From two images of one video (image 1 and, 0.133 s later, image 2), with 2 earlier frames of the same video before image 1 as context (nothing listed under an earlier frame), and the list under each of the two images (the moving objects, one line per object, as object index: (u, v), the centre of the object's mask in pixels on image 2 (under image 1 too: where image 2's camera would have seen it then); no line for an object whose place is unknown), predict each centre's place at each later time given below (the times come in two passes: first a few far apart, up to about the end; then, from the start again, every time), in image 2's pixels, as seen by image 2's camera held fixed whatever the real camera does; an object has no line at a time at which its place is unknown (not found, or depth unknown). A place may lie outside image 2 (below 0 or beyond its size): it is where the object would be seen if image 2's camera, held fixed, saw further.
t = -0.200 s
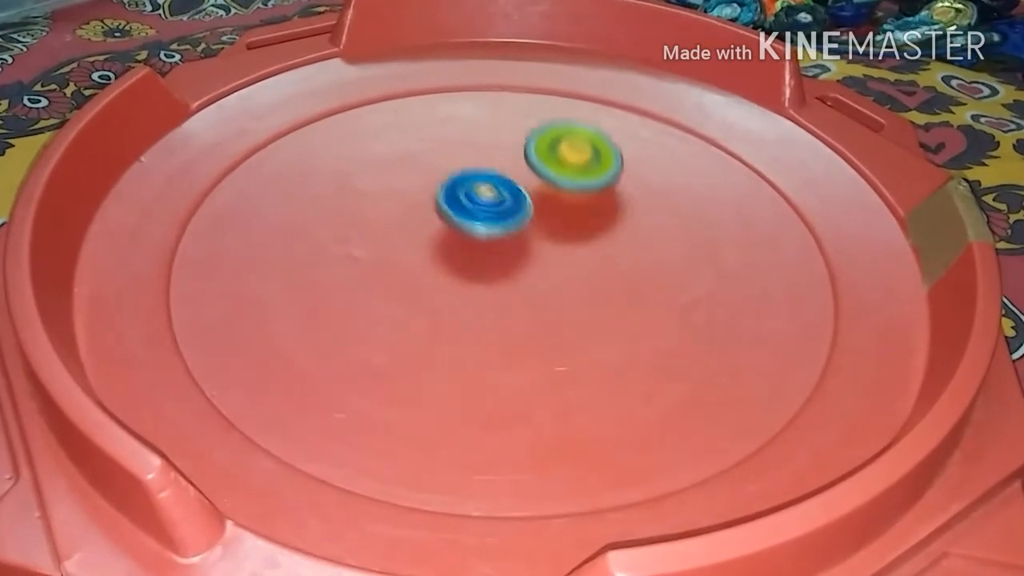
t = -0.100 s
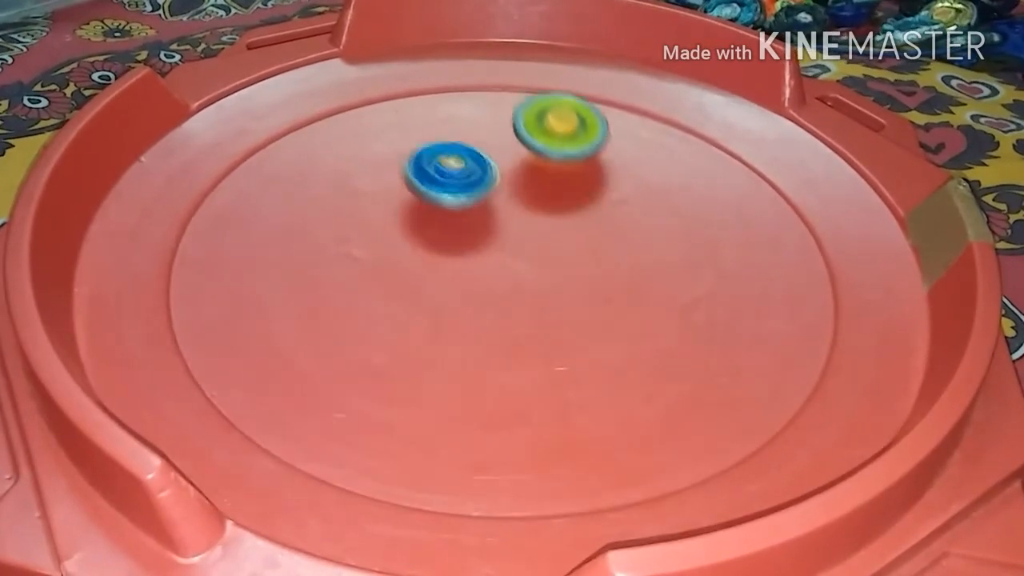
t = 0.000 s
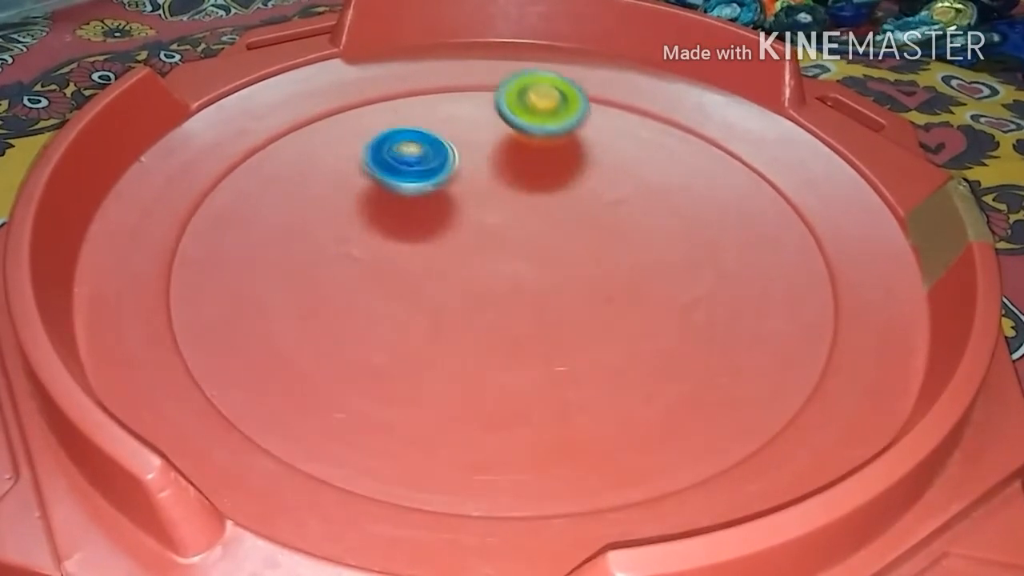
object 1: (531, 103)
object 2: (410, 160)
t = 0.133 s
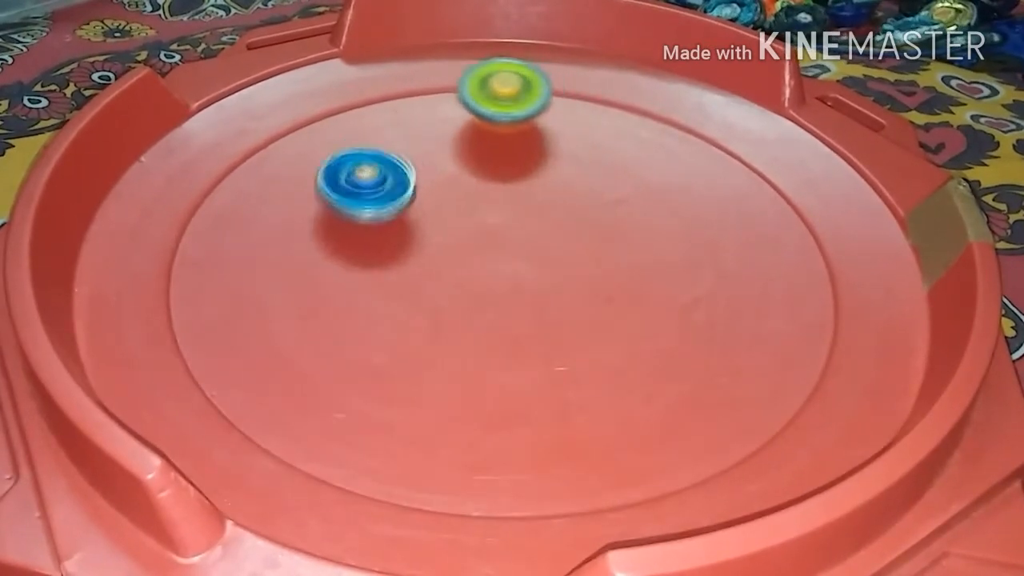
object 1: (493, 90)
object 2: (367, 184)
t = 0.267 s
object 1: (453, 106)
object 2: (384, 235)
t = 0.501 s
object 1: (428, 187)
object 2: (518, 296)
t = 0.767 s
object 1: (474, 300)
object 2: (670, 278)
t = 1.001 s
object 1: (567, 388)
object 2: (630, 242)
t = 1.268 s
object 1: (699, 420)
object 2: (509, 292)
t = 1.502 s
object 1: (697, 375)
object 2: (459, 366)
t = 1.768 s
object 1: (578, 312)
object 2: (503, 387)
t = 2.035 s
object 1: (477, 233)
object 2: (463, 301)
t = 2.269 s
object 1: (375, 190)
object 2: (372, 260)
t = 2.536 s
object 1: (274, 182)
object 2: (347, 273)
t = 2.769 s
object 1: (267, 236)
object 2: (432, 269)
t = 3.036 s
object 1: (392, 289)
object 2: (513, 238)
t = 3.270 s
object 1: (524, 298)
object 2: (513, 221)
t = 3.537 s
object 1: (646, 276)
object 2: (508, 268)
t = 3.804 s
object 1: (672, 244)
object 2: (547, 321)
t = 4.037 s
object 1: (611, 240)
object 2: (568, 332)
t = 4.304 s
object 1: (538, 242)
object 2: (513, 312)
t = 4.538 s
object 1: (570, 207)
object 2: (372, 233)
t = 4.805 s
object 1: (583, 164)
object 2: (331, 291)
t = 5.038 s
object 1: (552, 143)
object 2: (418, 281)
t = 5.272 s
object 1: (507, 176)
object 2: (406, 280)
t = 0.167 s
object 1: (483, 91)
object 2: (364, 196)
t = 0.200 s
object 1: (472, 94)
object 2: (367, 209)
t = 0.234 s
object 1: (462, 99)
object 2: (374, 223)
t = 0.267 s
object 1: (453, 106)
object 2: (384, 235)
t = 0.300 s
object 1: (445, 115)
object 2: (399, 247)
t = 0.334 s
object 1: (438, 125)
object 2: (413, 257)
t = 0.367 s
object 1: (433, 137)
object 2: (434, 269)
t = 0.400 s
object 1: (428, 149)
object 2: (453, 278)
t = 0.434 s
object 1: (426, 162)
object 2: (474, 285)
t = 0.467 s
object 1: (426, 174)
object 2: (497, 291)
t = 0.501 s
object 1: (428, 187)
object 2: (518, 296)
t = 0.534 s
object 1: (430, 202)
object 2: (544, 299)
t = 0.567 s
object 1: (432, 216)
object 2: (565, 300)
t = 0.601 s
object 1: (436, 229)
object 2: (588, 299)
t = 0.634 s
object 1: (440, 244)
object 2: (607, 297)
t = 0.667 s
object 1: (448, 258)
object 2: (627, 294)
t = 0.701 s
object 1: (455, 272)
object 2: (644, 291)
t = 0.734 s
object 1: (465, 286)
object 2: (660, 285)
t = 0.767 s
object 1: (474, 300)
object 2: (670, 278)
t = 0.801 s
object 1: (485, 314)
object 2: (677, 271)
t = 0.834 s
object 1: (496, 327)
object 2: (679, 264)
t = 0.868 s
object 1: (509, 340)
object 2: (677, 257)
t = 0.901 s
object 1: (521, 352)
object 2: (670, 250)
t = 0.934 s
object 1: (535, 365)
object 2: (659, 245)
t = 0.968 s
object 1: (552, 376)
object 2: (645, 242)
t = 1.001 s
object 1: (567, 388)
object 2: (630, 242)
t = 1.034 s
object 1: (584, 398)
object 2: (614, 244)
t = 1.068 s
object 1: (602, 405)
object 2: (596, 247)
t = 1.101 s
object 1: (621, 411)
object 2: (579, 252)
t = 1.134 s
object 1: (638, 417)
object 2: (563, 258)
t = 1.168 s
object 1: (656, 421)
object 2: (549, 265)
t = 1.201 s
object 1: (673, 425)
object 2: (535, 274)
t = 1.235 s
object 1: (688, 427)
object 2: (522, 282)
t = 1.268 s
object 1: (699, 420)
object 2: (509, 292)
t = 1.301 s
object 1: (708, 413)
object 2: (498, 301)
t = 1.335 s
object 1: (715, 408)
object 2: (487, 311)
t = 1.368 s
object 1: (719, 403)
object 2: (477, 322)
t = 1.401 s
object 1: (719, 398)
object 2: (469, 334)
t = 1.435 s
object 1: (716, 391)
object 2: (462, 345)
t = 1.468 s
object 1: (709, 382)
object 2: (459, 356)
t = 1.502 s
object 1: (697, 375)
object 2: (459, 366)
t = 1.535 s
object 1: (684, 368)
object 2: (461, 377)
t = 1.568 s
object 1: (670, 361)
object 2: (467, 386)
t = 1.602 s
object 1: (655, 354)
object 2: (475, 392)
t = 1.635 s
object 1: (637, 348)
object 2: (484, 396)
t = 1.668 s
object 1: (616, 342)
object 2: (492, 396)
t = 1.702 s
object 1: (597, 337)
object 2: (500, 393)
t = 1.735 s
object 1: (578, 330)
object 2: (505, 389)
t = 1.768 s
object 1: (578, 312)
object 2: (503, 387)
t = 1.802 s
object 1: (575, 297)
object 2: (502, 383)
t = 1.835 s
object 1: (565, 282)
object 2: (502, 371)
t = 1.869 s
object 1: (554, 272)
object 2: (500, 360)
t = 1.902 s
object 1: (540, 264)
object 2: (496, 348)
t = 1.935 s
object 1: (525, 256)
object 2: (490, 336)
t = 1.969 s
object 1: (509, 249)
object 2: (482, 323)
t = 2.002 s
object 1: (493, 241)
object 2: (472, 312)
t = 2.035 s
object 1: (477, 233)
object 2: (463, 301)
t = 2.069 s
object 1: (462, 225)
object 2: (451, 293)
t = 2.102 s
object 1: (447, 217)
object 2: (438, 286)
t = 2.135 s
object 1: (432, 211)
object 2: (425, 280)
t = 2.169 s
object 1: (418, 205)
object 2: (411, 274)
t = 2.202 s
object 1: (403, 200)
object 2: (399, 269)
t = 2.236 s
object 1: (388, 195)
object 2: (385, 265)
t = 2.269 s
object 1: (375, 190)
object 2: (372, 260)
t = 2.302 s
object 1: (360, 185)
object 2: (360, 257)
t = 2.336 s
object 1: (348, 182)
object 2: (349, 256)
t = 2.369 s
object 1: (334, 180)
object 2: (340, 256)
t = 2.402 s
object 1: (321, 179)
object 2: (333, 258)
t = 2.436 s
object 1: (308, 178)
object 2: (331, 262)
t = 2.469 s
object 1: (296, 178)
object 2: (333, 266)
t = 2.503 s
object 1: (285, 180)
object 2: (338, 269)
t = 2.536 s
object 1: (274, 182)
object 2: (347, 273)
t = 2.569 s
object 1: (264, 187)
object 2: (358, 275)
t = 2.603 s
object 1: (257, 192)
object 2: (368, 275)
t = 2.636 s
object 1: (252, 200)
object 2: (381, 276)
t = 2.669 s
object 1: (252, 209)
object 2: (394, 274)
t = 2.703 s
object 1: (253, 218)
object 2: (406, 272)
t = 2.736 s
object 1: (259, 228)
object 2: (421, 271)
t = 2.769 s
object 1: (267, 236)
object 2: (432, 269)
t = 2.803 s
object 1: (277, 245)
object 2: (445, 266)
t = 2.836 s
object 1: (290, 253)
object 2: (457, 263)
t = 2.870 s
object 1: (305, 262)
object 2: (468, 259)
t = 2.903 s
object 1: (321, 270)
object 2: (482, 257)
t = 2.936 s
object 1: (338, 277)
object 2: (491, 252)
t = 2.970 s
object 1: (356, 283)
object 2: (499, 247)
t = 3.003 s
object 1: (374, 287)
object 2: (509, 243)
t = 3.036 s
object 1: (392, 289)
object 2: (513, 238)
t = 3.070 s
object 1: (411, 293)
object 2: (517, 233)
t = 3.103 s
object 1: (429, 295)
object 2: (519, 228)
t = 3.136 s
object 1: (448, 297)
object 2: (519, 225)
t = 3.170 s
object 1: (467, 299)
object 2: (519, 221)
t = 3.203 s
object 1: (486, 299)
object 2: (516, 220)
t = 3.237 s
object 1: (505, 299)
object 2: (515, 220)
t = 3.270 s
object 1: (524, 298)
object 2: (513, 221)
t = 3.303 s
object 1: (541, 296)
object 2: (510, 224)
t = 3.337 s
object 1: (559, 294)
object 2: (508, 228)
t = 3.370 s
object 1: (575, 291)
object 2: (507, 233)
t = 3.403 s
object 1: (590, 287)
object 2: (504, 240)
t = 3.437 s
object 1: (606, 284)
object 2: (503, 246)
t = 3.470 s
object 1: (623, 282)
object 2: (504, 254)
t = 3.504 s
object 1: (632, 279)
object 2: (507, 261)
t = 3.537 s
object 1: (646, 276)
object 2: (508, 268)
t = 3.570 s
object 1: (653, 271)
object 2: (512, 276)
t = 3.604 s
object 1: (662, 268)
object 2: (515, 283)
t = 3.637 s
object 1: (671, 264)
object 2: (520, 291)
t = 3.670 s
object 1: (673, 261)
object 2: (524, 297)
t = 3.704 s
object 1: (677, 257)
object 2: (529, 304)
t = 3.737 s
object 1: (676, 252)
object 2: (536, 310)
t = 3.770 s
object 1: (676, 248)
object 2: (540, 315)
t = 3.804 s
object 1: (672, 244)
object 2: (547, 321)
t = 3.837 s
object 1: (668, 240)
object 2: (552, 324)
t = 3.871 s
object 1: (661, 238)
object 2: (558, 328)
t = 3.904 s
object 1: (652, 236)
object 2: (561, 330)
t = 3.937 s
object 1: (643, 236)
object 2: (566, 332)
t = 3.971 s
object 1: (632, 237)
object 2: (567, 332)
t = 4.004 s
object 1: (622, 238)
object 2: (569, 333)
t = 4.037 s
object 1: (611, 240)
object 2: (568, 332)
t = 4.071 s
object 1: (600, 244)
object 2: (568, 333)
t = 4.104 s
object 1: (587, 247)
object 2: (564, 331)
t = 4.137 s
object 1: (576, 250)
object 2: (561, 330)
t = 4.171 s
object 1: (564, 254)
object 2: (554, 329)
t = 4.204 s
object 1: (556, 247)
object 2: (545, 327)
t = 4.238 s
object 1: (551, 245)
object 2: (535, 322)
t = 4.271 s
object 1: (547, 243)
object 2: (524, 317)
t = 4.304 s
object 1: (538, 242)
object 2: (513, 312)
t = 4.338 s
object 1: (525, 241)
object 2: (503, 309)
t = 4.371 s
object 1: (516, 236)
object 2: (490, 301)
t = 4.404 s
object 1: (522, 224)
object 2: (473, 288)
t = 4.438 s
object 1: (540, 212)
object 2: (445, 262)
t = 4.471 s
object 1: (553, 221)
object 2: (422, 254)
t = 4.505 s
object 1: (563, 208)
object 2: (398, 244)
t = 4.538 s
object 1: (570, 207)
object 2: (372, 233)
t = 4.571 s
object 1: (576, 207)
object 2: (350, 227)
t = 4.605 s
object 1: (581, 201)
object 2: (327, 225)
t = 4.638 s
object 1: (580, 195)
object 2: (311, 231)
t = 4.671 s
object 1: (581, 191)
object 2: (305, 238)
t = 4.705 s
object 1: (582, 184)
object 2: (302, 248)
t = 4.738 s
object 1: (583, 178)
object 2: (303, 261)
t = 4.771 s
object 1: (583, 171)
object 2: (313, 276)
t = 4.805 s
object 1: (583, 164)
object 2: (331, 291)
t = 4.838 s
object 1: (581, 160)
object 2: (356, 299)
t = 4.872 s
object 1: (579, 155)
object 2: (384, 303)
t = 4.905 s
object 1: (576, 151)
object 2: (407, 299)
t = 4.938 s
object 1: (571, 147)
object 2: (421, 293)
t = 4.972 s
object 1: (566, 144)
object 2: (425, 287)
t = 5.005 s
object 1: (560, 143)
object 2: (423, 283)
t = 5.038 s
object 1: (552, 143)
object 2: (418, 281)
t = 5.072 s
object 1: (545, 145)
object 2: (413, 280)
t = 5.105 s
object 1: (538, 148)
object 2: (409, 279)
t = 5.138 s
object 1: (530, 151)
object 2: (406, 279)
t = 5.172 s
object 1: (524, 157)
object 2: (404, 280)
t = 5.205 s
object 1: (517, 162)
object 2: (404, 280)
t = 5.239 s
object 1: (512, 168)
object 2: (404, 279)
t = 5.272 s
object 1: (507, 176)
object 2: (406, 280)
